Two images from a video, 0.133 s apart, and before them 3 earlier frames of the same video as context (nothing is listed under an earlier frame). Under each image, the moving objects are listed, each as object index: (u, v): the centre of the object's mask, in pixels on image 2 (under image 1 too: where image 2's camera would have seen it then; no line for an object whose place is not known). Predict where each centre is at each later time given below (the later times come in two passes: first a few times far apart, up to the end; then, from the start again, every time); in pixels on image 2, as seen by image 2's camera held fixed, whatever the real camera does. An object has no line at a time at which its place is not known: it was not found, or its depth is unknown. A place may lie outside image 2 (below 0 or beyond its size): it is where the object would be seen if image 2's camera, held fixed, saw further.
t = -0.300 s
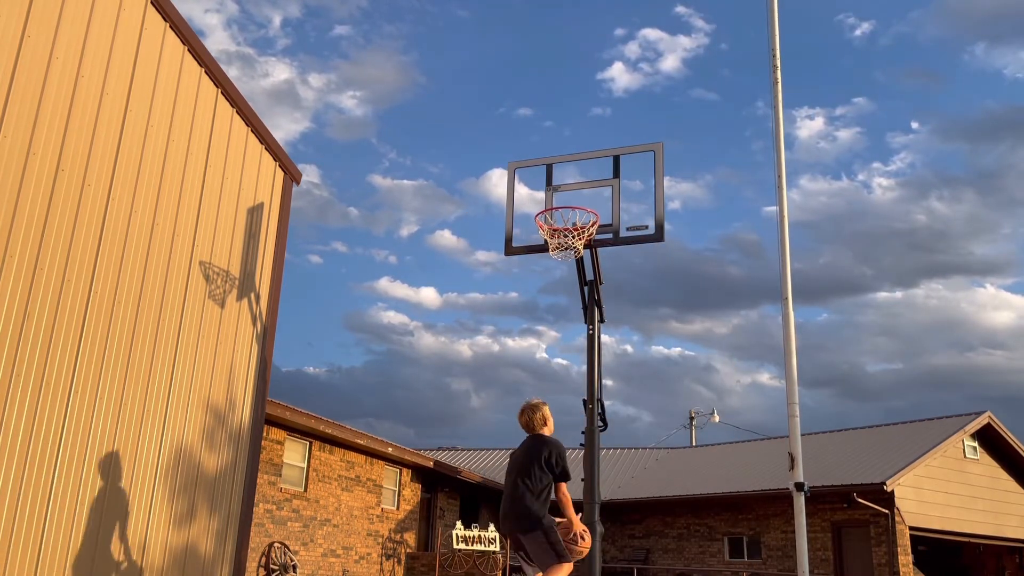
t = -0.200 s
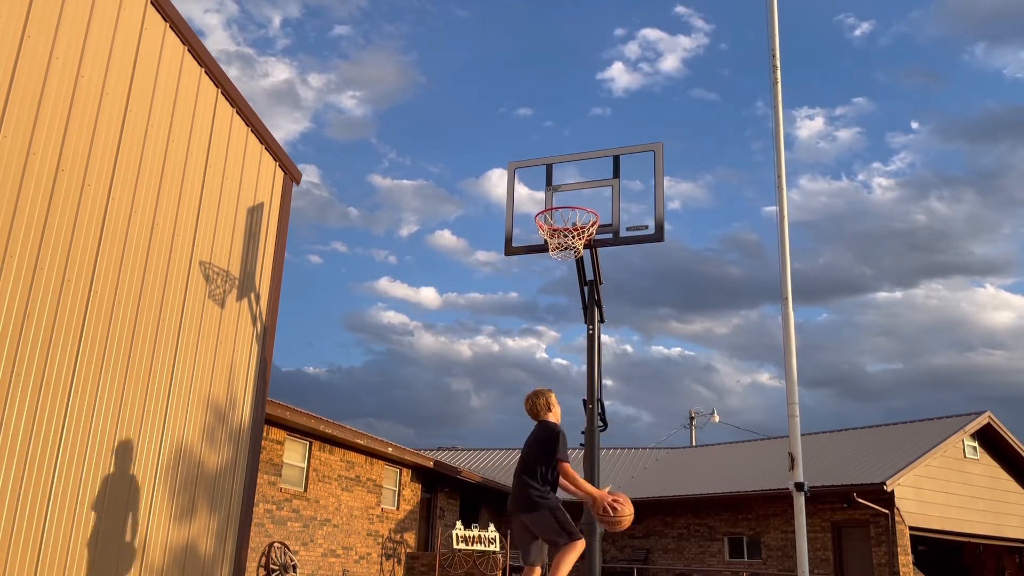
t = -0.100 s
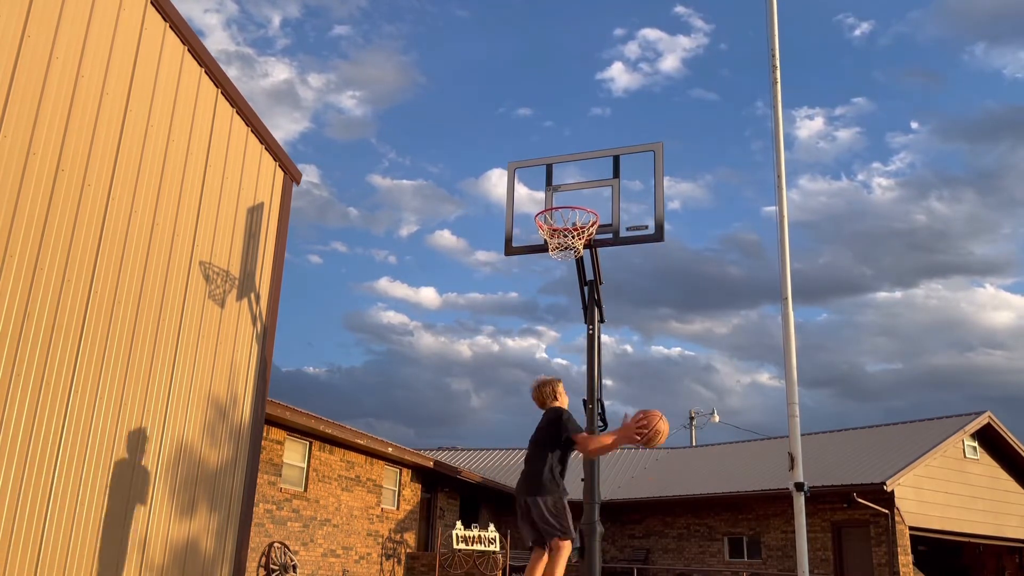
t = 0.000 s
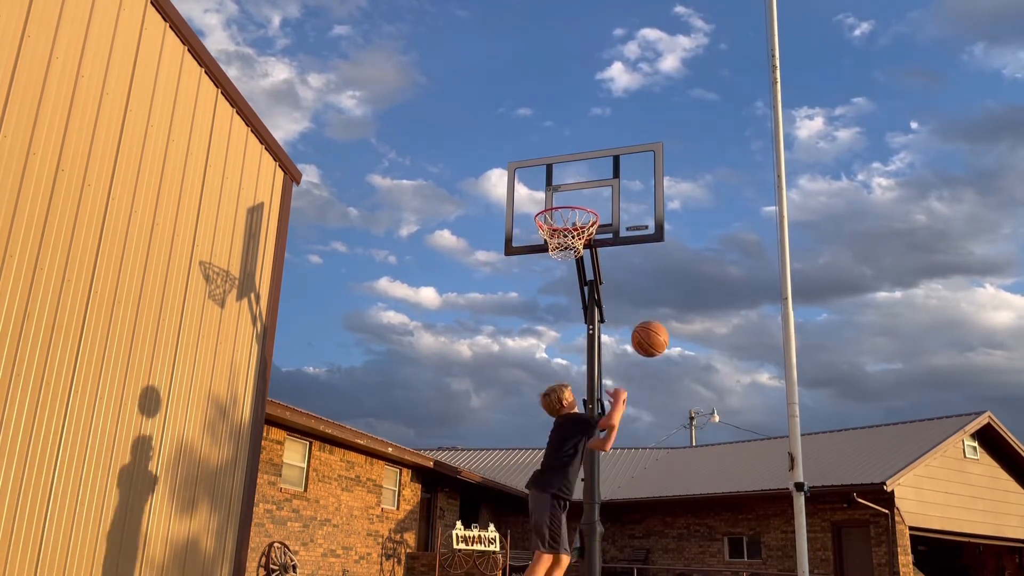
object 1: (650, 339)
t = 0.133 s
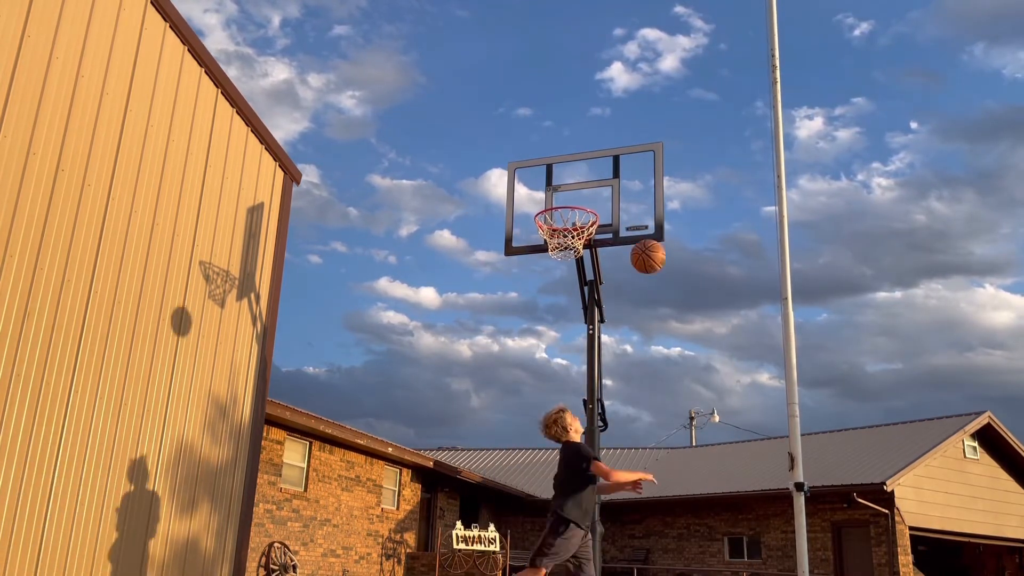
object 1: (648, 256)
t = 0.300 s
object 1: (645, 197)
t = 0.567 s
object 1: (630, 175)
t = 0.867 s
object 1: (582, 201)
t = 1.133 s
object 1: (549, 237)
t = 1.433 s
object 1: (565, 292)
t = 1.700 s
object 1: (578, 436)
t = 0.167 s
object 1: (648, 241)
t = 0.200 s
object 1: (647, 227)
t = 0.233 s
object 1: (646, 216)
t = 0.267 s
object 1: (646, 206)
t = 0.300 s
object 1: (645, 197)
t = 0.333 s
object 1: (645, 190)
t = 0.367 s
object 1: (645, 184)
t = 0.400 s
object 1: (644, 180)
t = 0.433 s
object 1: (644, 177)
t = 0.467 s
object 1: (644, 176)
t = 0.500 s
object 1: (641, 175)
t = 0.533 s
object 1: (636, 174)
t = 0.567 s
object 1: (630, 175)
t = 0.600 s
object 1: (625, 177)
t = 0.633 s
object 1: (619, 180)
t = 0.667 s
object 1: (613, 184)
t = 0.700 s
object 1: (608, 190)
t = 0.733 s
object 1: (602, 197)
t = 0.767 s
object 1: (597, 203)
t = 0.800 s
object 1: (593, 201)
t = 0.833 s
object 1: (587, 201)
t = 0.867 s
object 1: (582, 201)
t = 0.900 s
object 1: (578, 203)
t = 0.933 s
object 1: (573, 206)
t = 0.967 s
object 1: (568, 210)
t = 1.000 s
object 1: (563, 214)
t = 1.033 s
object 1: (558, 221)
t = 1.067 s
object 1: (550, 225)
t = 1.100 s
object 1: (550, 234)
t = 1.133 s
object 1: (549, 237)
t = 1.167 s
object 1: (550, 238)
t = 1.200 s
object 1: (552, 241)
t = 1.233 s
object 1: (553, 243)
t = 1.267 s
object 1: (557, 253)
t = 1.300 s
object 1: (558, 257)
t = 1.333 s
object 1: (560, 263)
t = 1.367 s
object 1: (561, 271)
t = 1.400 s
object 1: (563, 281)
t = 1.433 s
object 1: (565, 292)
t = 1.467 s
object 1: (567, 305)
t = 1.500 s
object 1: (568, 319)
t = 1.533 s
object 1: (570, 335)
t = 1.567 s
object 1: (572, 352)
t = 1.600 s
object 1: (573, 370)
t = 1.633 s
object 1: (575, 391)
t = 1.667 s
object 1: (577, 413)
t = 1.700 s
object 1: (578, 436)
